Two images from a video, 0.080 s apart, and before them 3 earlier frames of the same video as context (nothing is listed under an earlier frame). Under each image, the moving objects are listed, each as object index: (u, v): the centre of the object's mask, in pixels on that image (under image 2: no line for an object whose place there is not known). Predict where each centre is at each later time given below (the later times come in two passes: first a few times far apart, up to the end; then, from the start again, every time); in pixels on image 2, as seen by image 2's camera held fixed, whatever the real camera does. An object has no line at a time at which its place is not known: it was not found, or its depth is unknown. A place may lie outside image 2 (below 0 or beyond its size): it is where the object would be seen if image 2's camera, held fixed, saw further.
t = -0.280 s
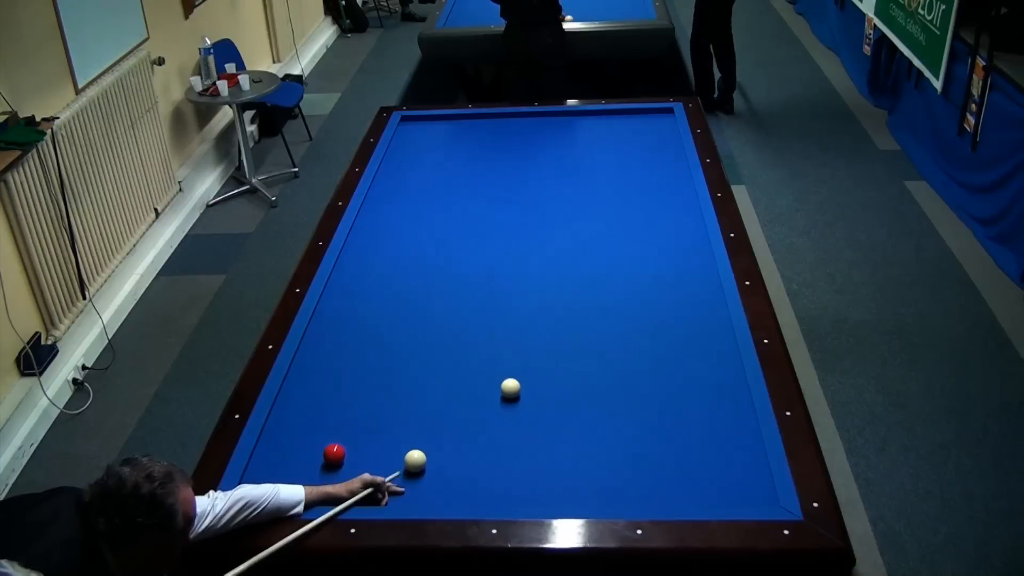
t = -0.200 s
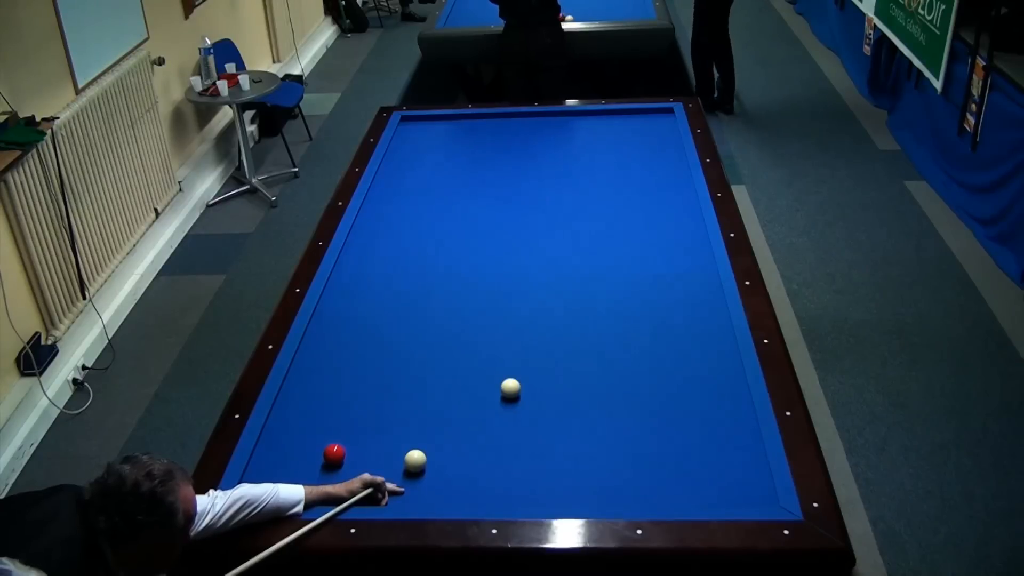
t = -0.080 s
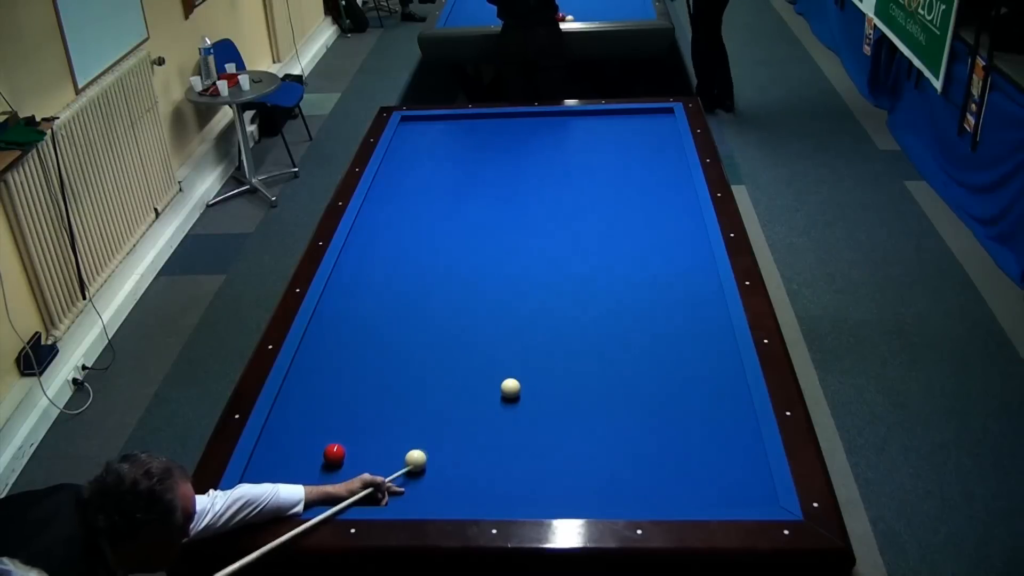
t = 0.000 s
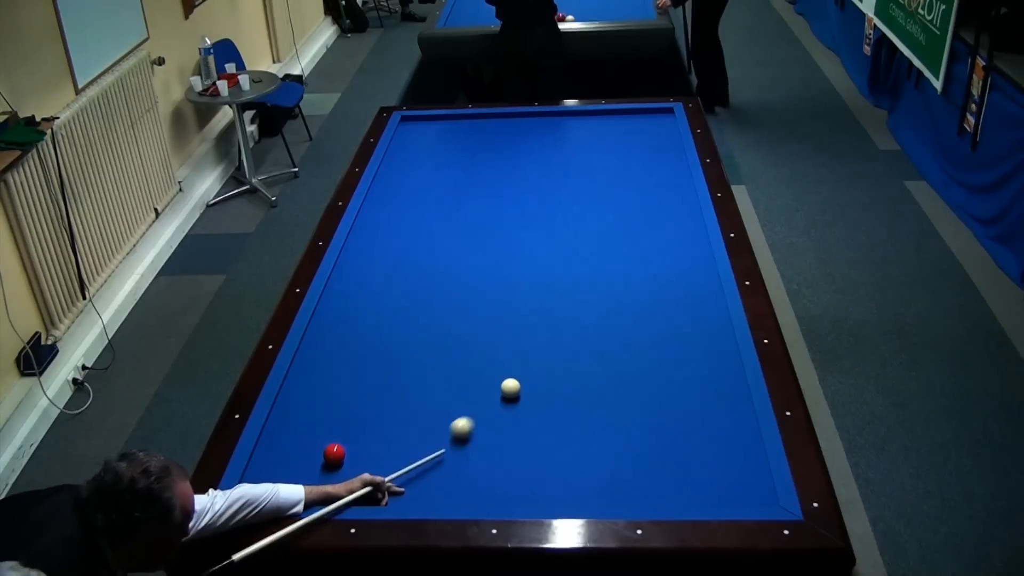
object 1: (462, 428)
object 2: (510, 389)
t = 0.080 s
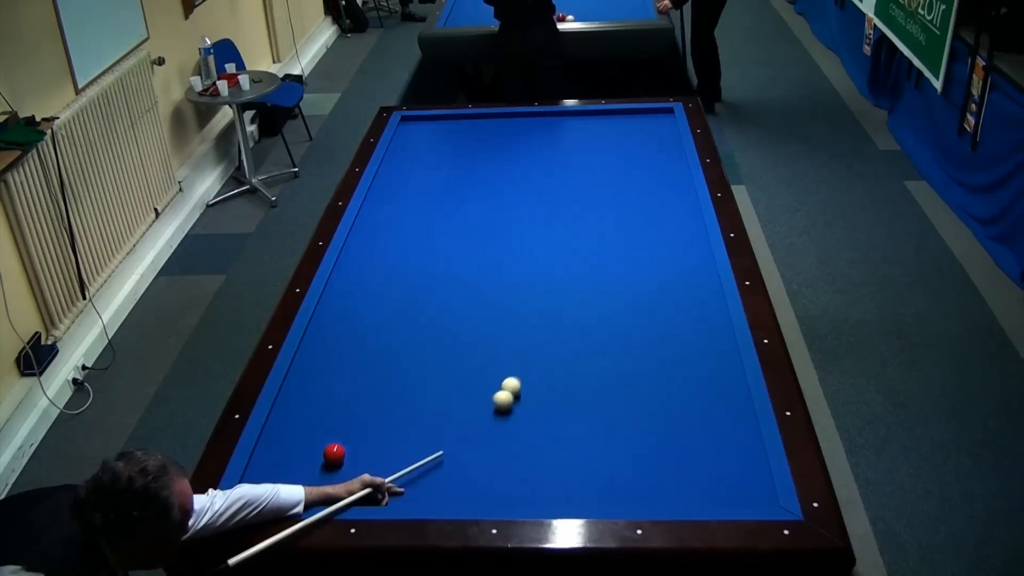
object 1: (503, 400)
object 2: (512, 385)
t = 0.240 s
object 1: (548, 405)
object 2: (540, 337)
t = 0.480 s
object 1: (617, 403)
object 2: (570, 284)
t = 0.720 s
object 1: (685, 402)
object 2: (593, 243)
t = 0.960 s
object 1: (735, 403)
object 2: (613, 208)
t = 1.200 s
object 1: (698, 417)
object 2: (631, 179)
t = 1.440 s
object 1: (668, 430)
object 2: (646, 152)
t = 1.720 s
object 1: (633, 445)
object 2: (661, 125)
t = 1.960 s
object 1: (603, 458)
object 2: (663, 114)
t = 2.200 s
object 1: (572, 470)
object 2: (652, 125)
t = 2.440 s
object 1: (542, 484)
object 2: (643, 136)
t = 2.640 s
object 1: (517, 493)
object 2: (634, 146)
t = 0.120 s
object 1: (514, 402)
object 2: (519, 373)
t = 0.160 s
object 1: (525, 404)
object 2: (527, 360)
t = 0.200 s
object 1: (537, 405)
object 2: (533, 348)
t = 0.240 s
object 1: (548, 405)
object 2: (540, 337)
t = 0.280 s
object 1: (559, 404)
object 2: (546, 326)
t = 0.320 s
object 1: (571, 405)
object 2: (552, 316)
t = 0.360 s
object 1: (582, 404)
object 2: (557, 307)
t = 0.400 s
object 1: (594, 404)
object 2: (561, 299)
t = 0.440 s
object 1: (605, 404)
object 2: (566, 291)
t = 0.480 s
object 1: (617, 403)
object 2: (570, 284)
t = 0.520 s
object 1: (628, 403)
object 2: (574, 276)
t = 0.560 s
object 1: (640, 403)
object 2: (578, 269)
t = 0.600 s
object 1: (651, 403)
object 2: (582, 263)
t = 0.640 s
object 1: (662, 403)
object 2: (586, 256)
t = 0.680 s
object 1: (674, 403)
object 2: (590, 250)
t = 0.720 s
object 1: (685, 402)
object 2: (593, 243)
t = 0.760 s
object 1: (696, 402)
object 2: (597, 237)
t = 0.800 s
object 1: (708, 402)
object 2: (600, 231)
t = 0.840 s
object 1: (719, 401)
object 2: (604, 225)
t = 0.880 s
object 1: (730, 402)
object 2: (607, 220)
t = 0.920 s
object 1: (741, 401)
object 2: (610, 214)
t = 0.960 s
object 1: (735, 403)
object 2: (613, 208)
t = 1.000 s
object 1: (727, 406)
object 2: (616, 203)
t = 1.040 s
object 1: (720, 408)
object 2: (619, 198)
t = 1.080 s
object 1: (713, 410)
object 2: (622, 193)
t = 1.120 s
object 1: (708, 412)
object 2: (625, 188)
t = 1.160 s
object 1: (703, 415)
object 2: (628, 183)
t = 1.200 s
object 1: (698, 417)
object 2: (631, 179)
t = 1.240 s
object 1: (693, 419)
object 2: (633, 174)
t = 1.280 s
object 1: (688, 421)
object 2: (636, 169)
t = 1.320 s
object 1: (683, 423)
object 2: (638, 165)
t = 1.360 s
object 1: (678, 425)
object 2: (641, 161)
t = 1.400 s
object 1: (673, 427)
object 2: (643, 156)
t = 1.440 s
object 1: (668, 430)
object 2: (646, 152)
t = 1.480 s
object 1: (663, 432)
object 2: (648, 148)
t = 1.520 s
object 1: (658, 434)
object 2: (650, 144)
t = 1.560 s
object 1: (653, 437)
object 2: (653, 140)
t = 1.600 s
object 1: (648, 439)
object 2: (655, 136)
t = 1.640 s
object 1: (643, 441)
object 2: (657, 133)
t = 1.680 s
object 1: (638, 443)
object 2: (659, 129)
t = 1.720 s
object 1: (633, 445)
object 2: (661, 125)
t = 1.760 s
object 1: (628, 447)
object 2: (663, 122)
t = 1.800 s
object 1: (623, 449)
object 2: (665, 118)
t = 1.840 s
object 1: (618, 451)
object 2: (667, 115)
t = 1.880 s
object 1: (613, 453)
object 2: (668, 111)
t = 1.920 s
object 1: (608, 455)
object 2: (665, 111)
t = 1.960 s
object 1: (603, 458)
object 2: (663, 114)
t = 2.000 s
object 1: (598, 460)
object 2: (661, 116)
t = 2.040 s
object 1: (592, 462)
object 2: (659, 118)
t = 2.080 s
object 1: (587, 464)
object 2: (657, 120)
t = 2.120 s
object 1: (582, 466)
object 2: (656, 122)
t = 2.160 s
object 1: (577, 468)
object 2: (654, 123)
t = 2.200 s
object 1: (572, 470)
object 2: (652, 125)
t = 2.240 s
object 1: (567, 472)
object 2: (651, 127)
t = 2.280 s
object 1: (562, 475)
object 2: (649, 129)
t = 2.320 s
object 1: (557, 477)
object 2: (648, 131)
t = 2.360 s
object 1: (552, 479)
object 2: (646, 133)
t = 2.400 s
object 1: (547, 481)
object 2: (644, 134)
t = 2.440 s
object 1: (542, 484)
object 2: (643, 136)
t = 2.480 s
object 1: (537, 486)
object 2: (641, 138)
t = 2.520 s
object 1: (532, 488)
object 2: (639, 140)
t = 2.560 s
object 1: (527, 490)
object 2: (637, 142)
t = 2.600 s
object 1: (522, 491)
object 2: (636, 144)
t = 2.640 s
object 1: (517, 493)
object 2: (634, 146)
